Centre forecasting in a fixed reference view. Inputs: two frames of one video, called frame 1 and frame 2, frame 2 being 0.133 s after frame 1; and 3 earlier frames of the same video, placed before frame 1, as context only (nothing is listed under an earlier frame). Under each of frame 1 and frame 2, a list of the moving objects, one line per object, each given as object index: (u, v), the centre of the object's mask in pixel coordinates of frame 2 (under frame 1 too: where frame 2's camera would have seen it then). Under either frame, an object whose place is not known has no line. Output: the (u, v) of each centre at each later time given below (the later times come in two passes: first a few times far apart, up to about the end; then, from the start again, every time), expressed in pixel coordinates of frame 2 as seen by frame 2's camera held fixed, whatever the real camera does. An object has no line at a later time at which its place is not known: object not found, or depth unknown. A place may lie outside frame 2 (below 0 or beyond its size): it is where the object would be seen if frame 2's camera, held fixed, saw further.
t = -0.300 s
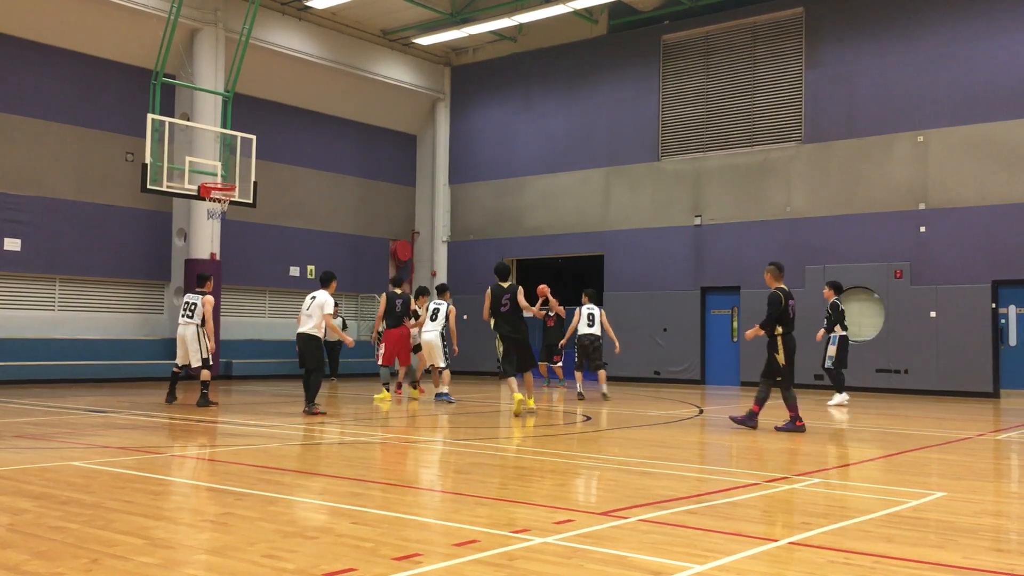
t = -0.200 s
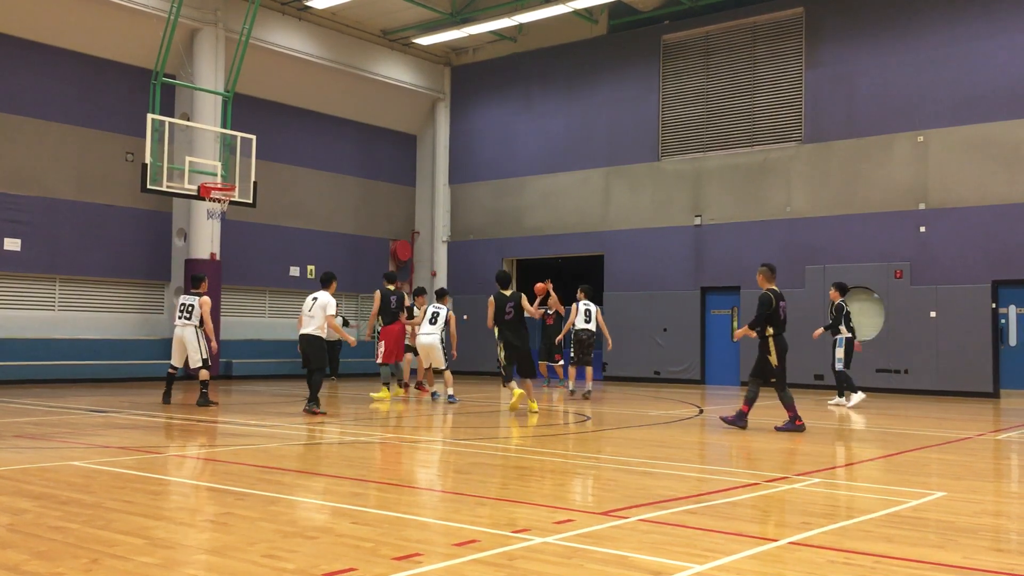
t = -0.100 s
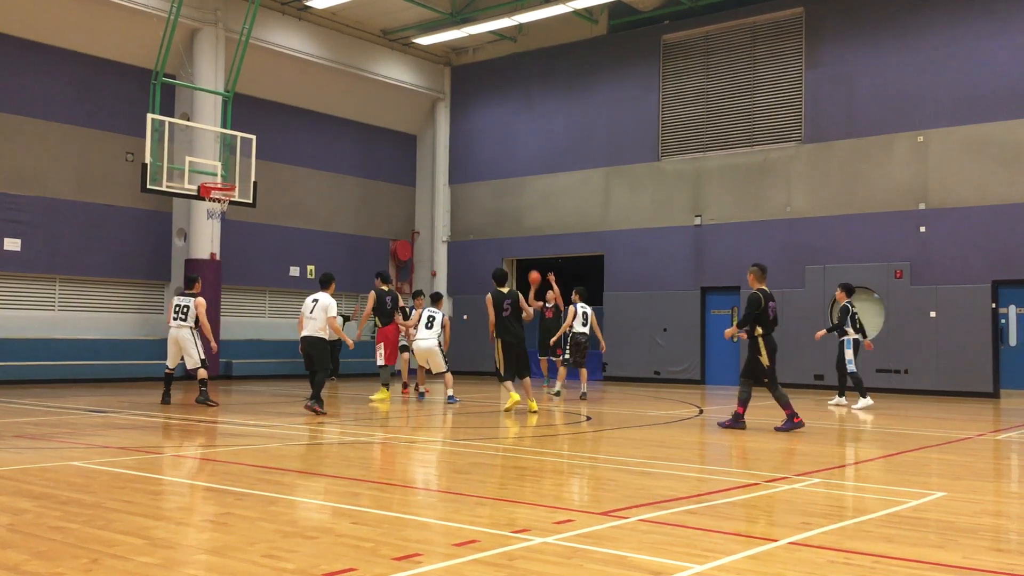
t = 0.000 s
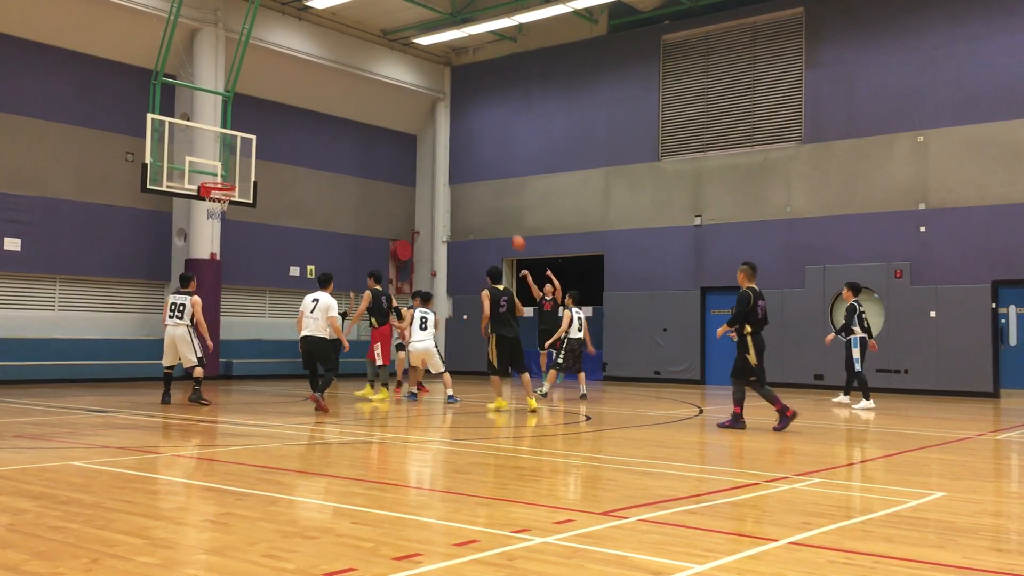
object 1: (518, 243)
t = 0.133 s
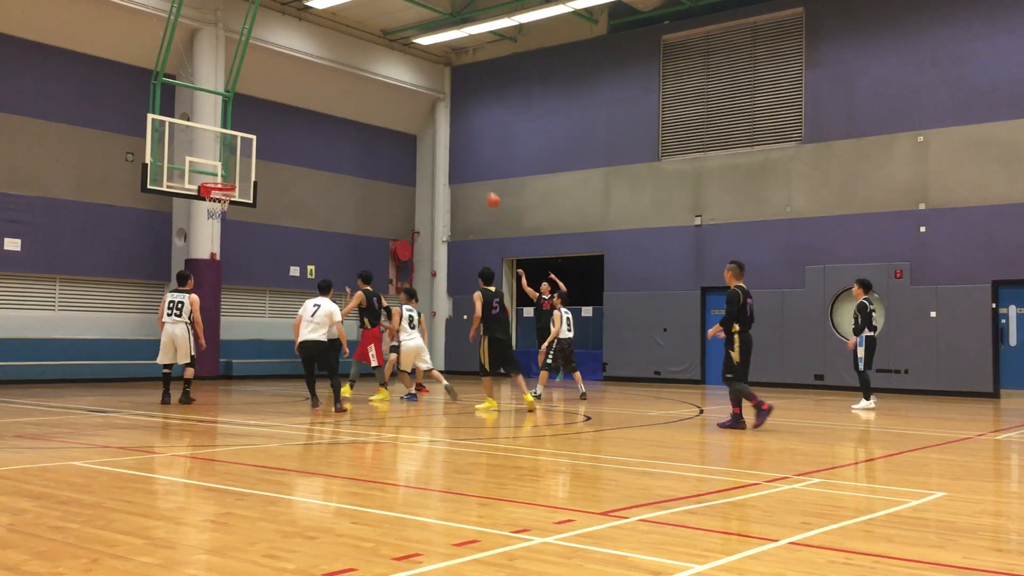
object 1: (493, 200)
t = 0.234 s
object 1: (473, 173)
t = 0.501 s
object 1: (418, 122)
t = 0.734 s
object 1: (365, 107)
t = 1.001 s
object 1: (297, 130)
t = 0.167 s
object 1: (486, 190)
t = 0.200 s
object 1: (479, 181)
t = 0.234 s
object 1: (473, 173)
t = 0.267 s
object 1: (466, 165)
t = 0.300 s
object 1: (459, 157)
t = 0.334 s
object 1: (453, 150)
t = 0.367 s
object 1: (446, 144)
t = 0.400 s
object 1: (439, 138)
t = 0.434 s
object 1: (432, 132)
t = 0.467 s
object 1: (425, 127)
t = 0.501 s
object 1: (418, 122)
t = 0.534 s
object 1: (410, 119)
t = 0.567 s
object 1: (403, 115)
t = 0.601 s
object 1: (395, 112)
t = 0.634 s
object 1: (388, 110)
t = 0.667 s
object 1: (380, 109)
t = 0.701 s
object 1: (372, 108)
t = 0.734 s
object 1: (365, 107)
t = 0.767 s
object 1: (357, 108)
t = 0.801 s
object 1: (349, 109)
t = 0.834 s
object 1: (340, 111)
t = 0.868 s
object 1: (332, 113)
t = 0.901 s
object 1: (324, 116)
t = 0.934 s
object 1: (314, 120)
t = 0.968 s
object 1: (306, 125)
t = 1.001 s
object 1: (297, 130)
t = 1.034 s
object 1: (288, 136)
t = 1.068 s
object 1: (279, 143)
